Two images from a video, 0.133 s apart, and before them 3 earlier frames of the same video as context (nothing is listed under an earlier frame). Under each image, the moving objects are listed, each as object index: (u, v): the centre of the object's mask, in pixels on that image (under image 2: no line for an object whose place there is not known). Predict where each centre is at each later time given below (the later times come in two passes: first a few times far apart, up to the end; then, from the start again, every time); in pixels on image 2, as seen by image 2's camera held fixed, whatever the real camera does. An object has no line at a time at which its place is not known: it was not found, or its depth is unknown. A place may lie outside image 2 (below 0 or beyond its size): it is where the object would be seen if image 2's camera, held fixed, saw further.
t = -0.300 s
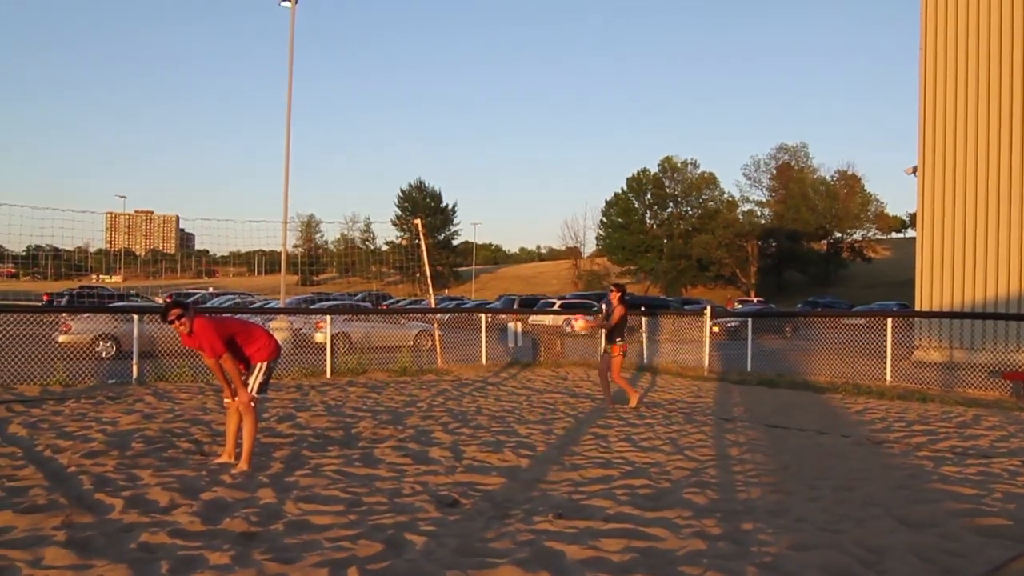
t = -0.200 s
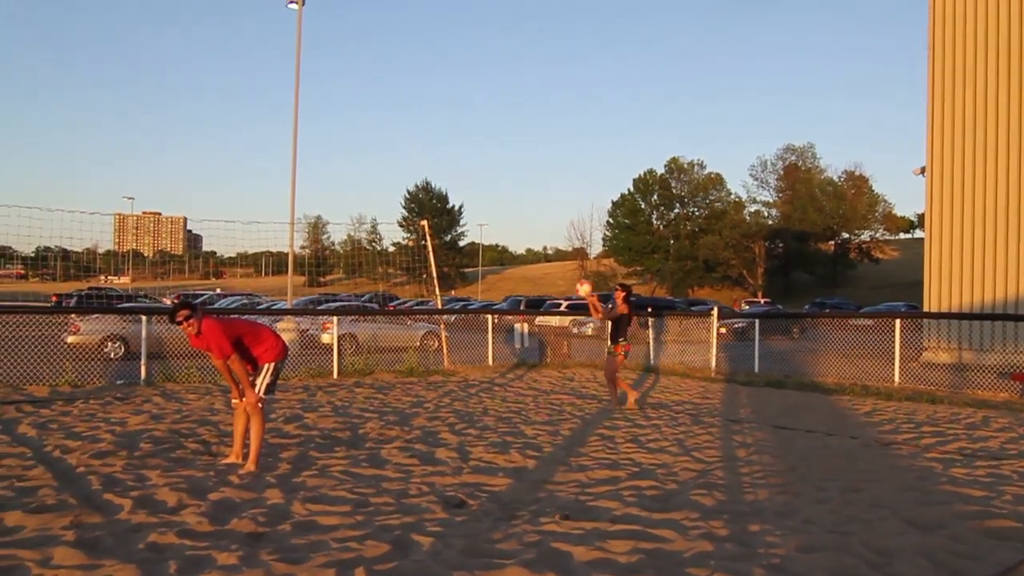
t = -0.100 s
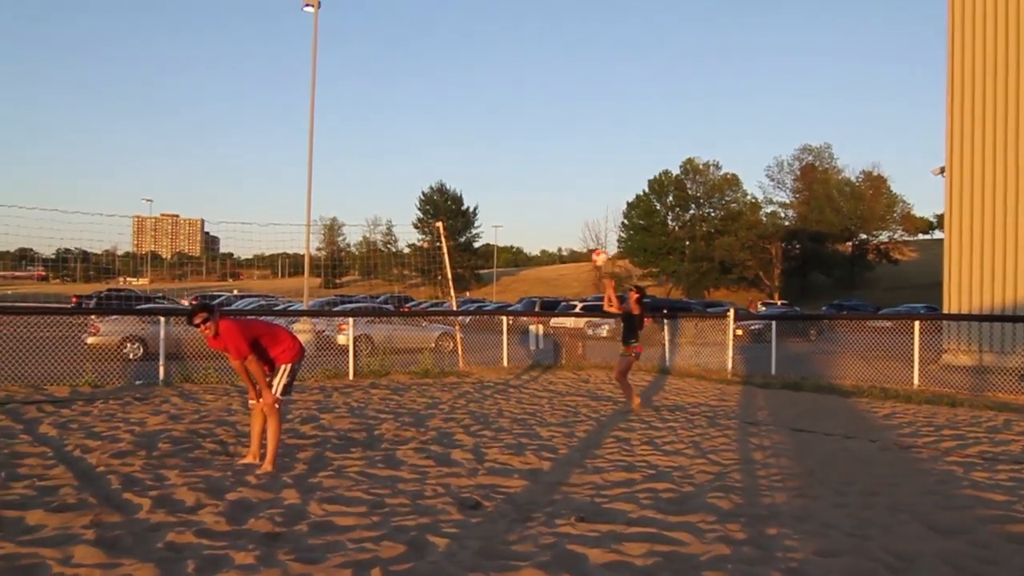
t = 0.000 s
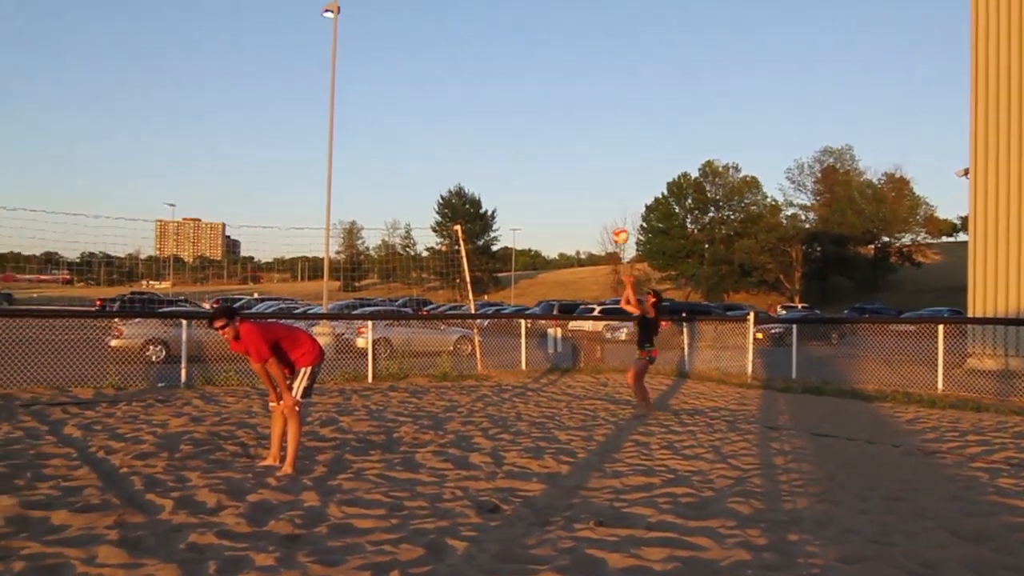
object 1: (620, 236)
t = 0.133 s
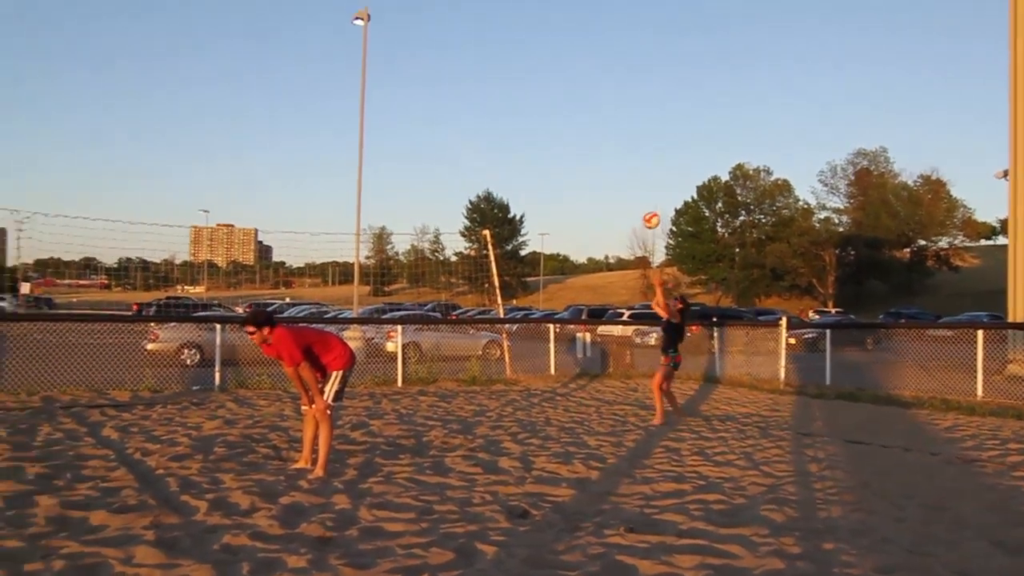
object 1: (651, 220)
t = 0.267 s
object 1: (652, 214)
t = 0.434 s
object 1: (651, 224)
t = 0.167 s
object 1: (651, 217)
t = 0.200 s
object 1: (651, 216)
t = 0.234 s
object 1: (652, 215)
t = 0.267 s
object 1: (652, 214)
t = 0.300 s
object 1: (652, 215)
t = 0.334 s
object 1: (652, 216)
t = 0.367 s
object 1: (651, 218)
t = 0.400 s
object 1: (651, 220)
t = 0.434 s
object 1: (651, 224)
